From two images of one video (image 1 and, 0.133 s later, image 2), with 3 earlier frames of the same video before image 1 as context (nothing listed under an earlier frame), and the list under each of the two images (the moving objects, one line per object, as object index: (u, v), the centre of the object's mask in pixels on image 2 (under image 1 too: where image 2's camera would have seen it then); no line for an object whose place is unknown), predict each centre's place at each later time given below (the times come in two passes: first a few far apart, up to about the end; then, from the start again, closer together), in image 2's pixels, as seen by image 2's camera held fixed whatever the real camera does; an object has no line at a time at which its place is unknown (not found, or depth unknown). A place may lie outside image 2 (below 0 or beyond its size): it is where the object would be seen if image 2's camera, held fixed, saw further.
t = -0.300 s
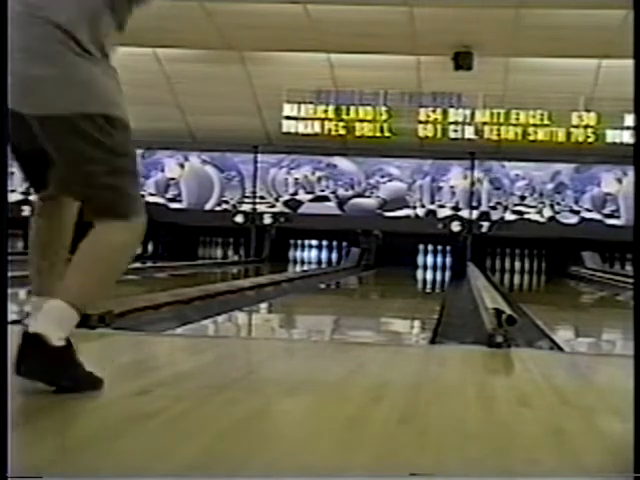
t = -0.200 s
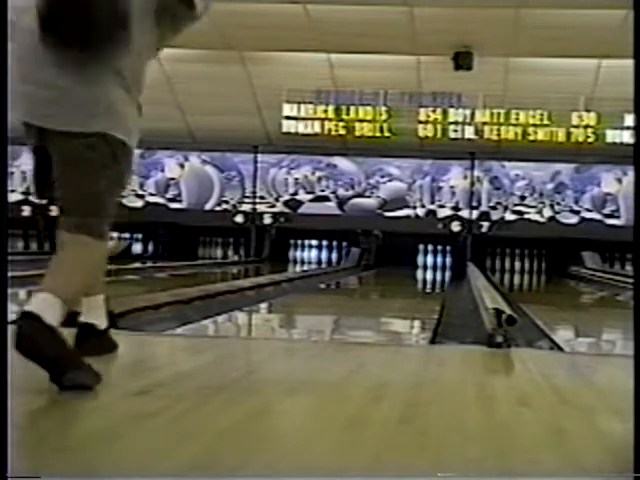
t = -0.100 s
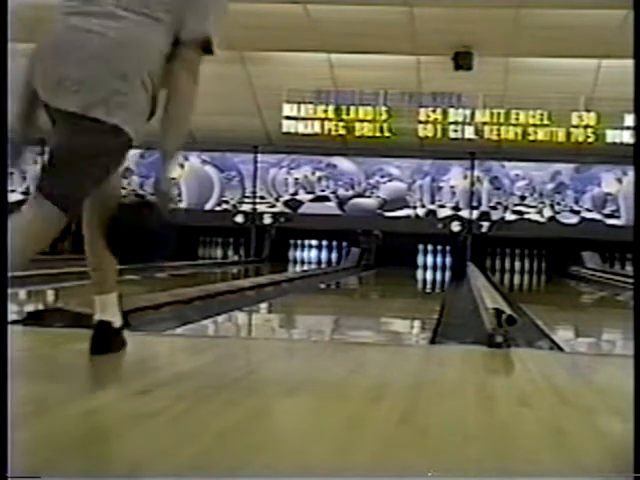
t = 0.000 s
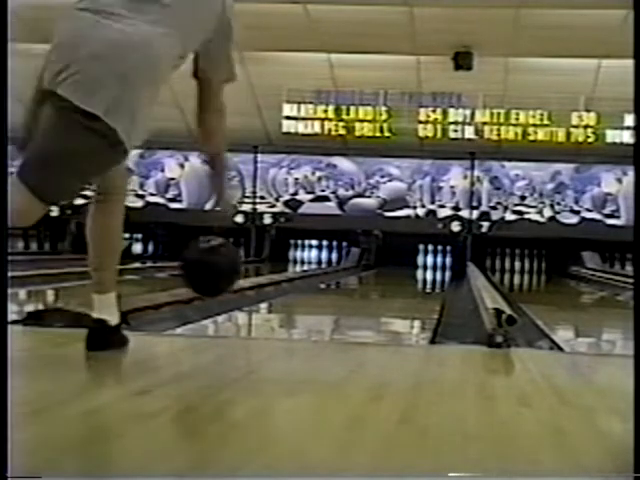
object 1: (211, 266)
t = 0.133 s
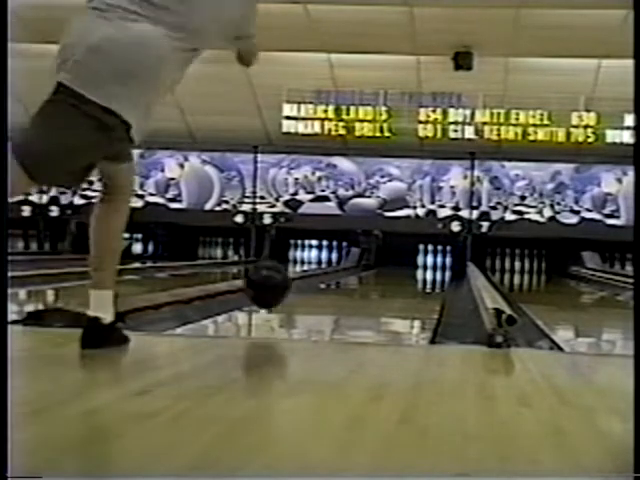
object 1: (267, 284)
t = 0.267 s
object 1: (303, 287)
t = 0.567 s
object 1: (351, 280)
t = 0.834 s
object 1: (374, 272)
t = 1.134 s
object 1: (390, 267)
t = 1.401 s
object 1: (403, 265)
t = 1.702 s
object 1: (409, 262)
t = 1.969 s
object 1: (417, 262)
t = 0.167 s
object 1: (277, 294)
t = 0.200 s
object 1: (287, 294)
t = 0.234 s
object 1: (295, 290)
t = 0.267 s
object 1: (303, 287)
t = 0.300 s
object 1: (310, 287)
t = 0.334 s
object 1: (317, 288)
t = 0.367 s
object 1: (323, 287)
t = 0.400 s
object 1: (329, 285)
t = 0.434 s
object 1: (334, 285)
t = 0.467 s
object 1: (338, 284)
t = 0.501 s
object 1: (343, 282)
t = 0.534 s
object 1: (347, 281)
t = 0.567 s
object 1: (351, 280)
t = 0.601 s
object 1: (355, 280)
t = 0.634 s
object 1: (358, 278)
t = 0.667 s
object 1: (362, 275)
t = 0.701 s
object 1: (364, 275)
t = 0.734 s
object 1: (366, 275)
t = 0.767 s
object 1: (369, 276)
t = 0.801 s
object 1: (373, 273)
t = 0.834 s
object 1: (374, 272)
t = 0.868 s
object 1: (375, 271)
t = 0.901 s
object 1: (379, 271)
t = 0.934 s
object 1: (381, 270)
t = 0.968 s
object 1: (383, 269)
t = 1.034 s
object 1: (387, 270)
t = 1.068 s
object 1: (389, 267)
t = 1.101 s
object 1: (389, 267)
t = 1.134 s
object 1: (390, 267)
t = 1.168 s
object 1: (393, 267)
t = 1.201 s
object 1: (394, 266)
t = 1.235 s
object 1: (396, 266)
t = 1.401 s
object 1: (403, 265)
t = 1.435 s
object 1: (403, 264)
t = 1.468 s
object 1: (404, 264)
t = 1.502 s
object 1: (404, 264)
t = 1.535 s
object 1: (406, 264)
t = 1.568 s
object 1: (407, 263)
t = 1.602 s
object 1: (408, 263)
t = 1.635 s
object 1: (409, 262)
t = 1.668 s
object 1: (409, 263)
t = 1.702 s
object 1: (409, 262)
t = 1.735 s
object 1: (410, 262)
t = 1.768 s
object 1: (410, 262)
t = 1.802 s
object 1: (411, 263)
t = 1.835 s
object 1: (411, 263)
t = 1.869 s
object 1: (412, 263)
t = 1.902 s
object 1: (412, 261)
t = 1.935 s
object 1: (414, 262)
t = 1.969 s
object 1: (417, 262)
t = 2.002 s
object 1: (413, 262)
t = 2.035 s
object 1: (412, 261)
